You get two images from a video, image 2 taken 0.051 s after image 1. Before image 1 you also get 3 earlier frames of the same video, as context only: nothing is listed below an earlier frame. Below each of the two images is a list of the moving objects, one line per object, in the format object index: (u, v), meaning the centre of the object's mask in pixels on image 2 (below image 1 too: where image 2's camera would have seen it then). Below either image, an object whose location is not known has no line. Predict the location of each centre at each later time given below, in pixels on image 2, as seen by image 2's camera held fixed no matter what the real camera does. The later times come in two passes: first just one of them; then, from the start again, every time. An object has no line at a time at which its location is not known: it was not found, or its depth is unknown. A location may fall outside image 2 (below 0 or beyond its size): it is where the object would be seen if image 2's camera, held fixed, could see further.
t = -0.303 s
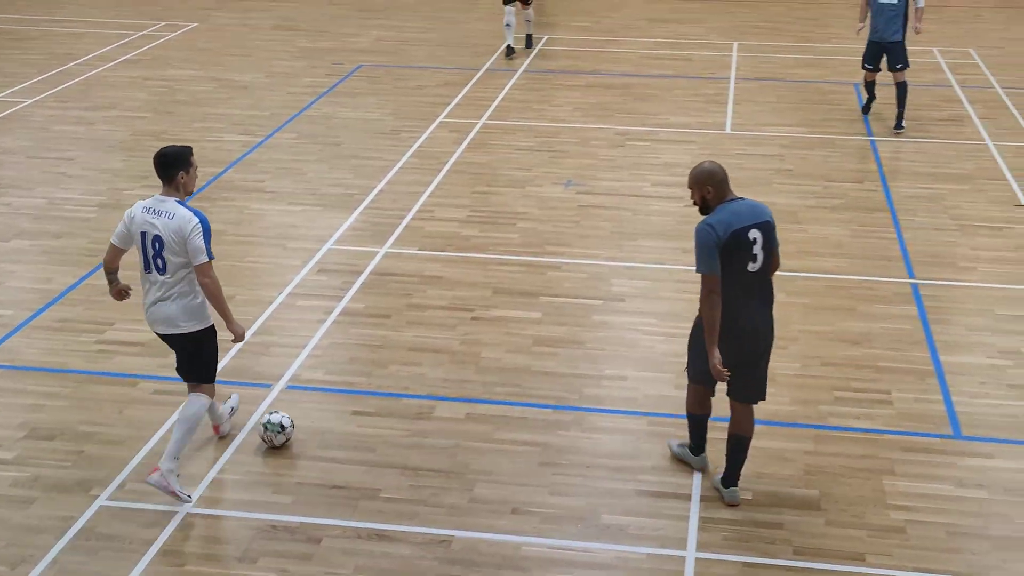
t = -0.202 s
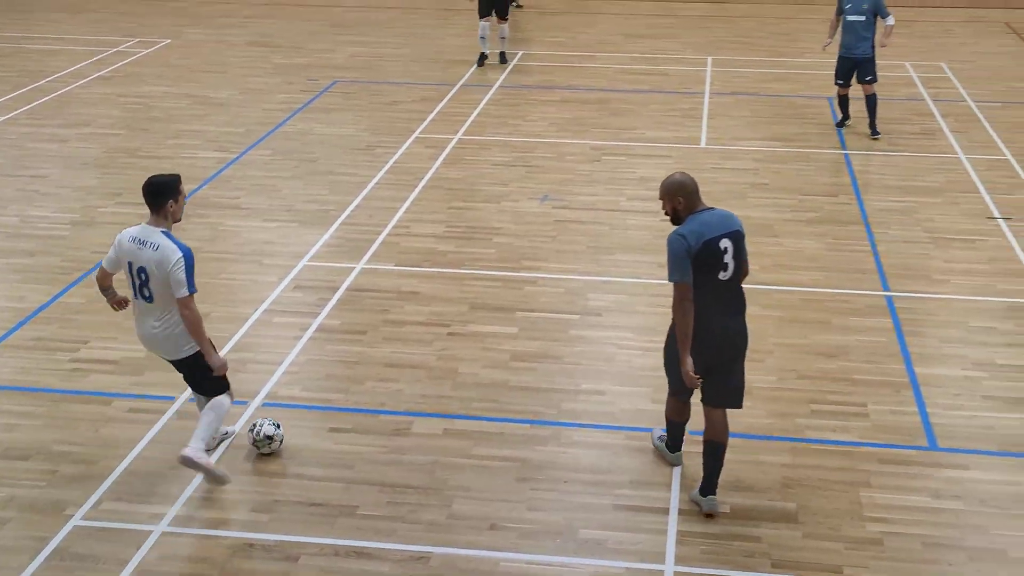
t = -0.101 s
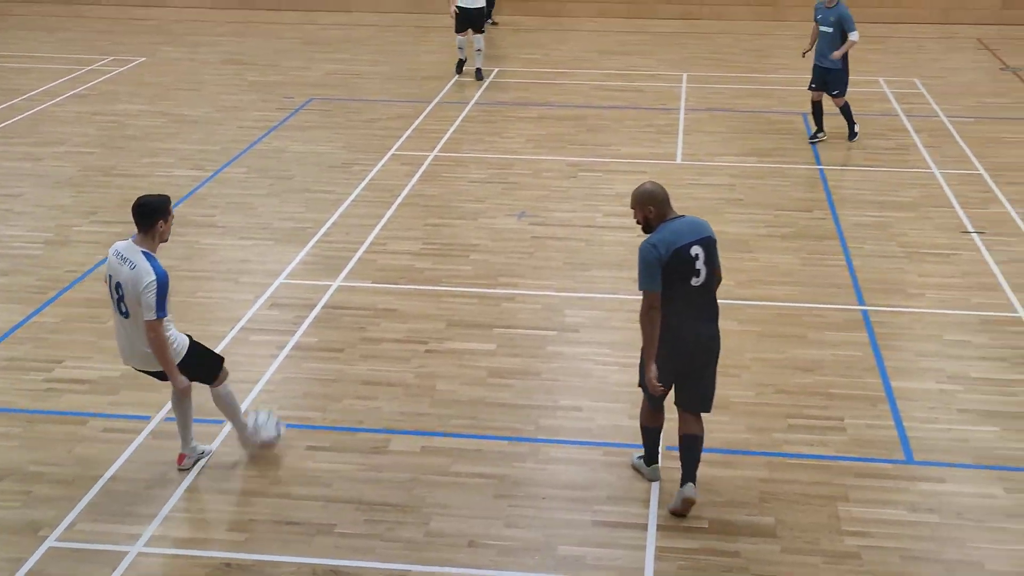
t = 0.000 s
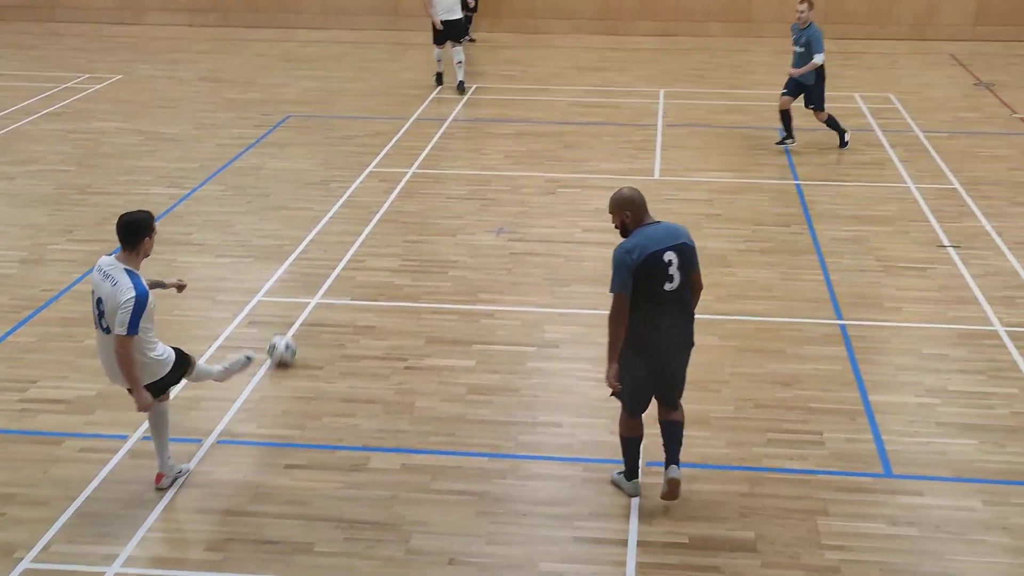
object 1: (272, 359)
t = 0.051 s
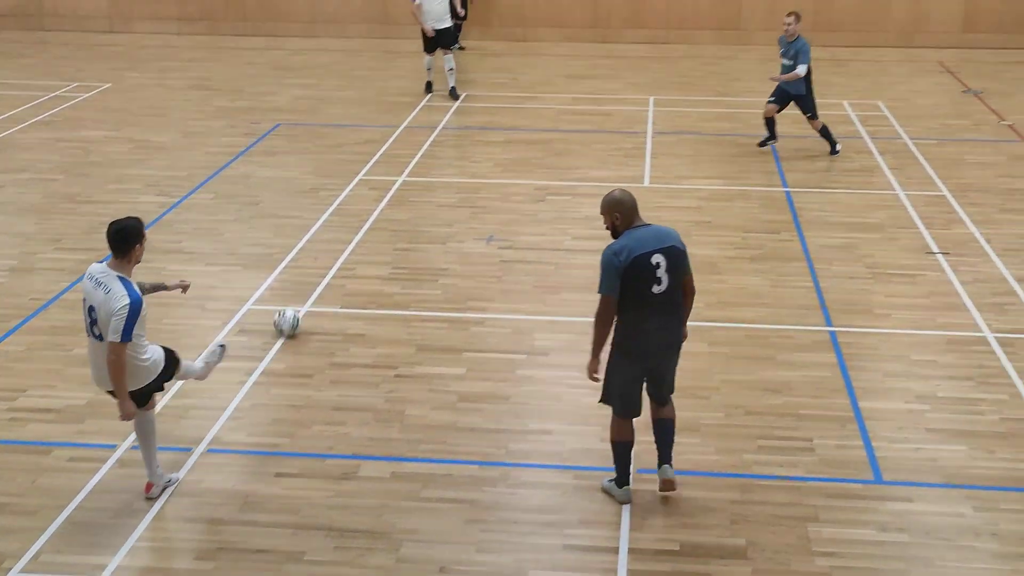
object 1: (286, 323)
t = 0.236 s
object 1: (322, 231)
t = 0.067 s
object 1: (291, 312)
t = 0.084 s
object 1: (295, 302)
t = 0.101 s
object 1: (300, 292)
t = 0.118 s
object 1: (303, 284)
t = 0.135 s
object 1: (306, 275)
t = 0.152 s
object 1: (309, 267)
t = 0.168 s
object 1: (312, 259)
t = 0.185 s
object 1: (315, 252)
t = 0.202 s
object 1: (318, 245)
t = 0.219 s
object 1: (320, 238)
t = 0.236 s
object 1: (322, 231)
